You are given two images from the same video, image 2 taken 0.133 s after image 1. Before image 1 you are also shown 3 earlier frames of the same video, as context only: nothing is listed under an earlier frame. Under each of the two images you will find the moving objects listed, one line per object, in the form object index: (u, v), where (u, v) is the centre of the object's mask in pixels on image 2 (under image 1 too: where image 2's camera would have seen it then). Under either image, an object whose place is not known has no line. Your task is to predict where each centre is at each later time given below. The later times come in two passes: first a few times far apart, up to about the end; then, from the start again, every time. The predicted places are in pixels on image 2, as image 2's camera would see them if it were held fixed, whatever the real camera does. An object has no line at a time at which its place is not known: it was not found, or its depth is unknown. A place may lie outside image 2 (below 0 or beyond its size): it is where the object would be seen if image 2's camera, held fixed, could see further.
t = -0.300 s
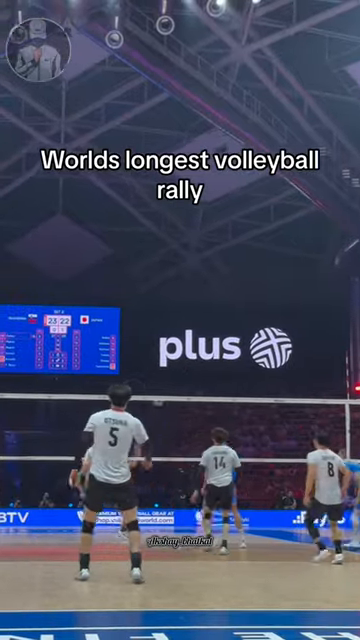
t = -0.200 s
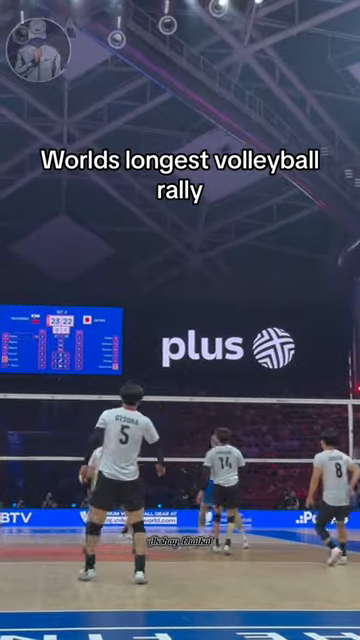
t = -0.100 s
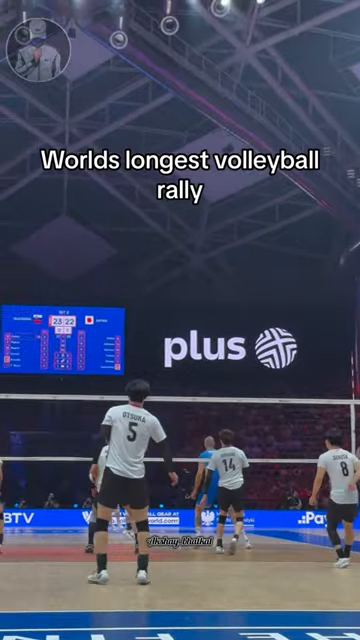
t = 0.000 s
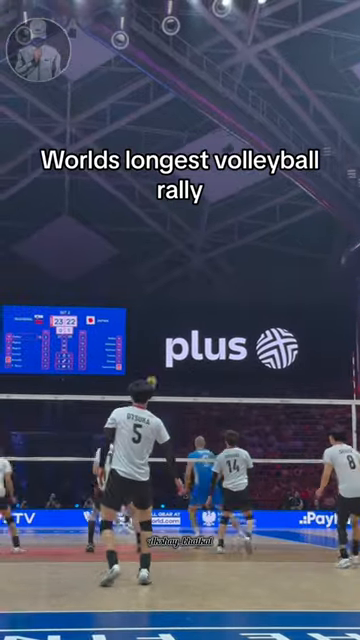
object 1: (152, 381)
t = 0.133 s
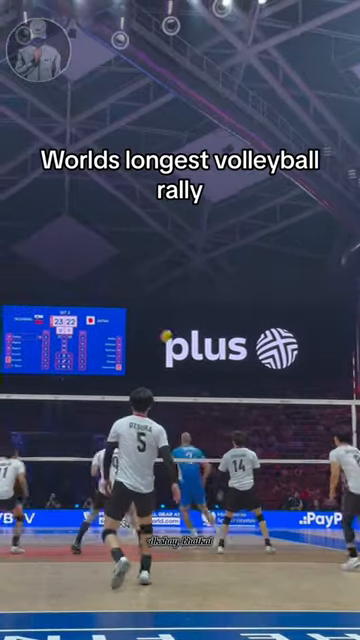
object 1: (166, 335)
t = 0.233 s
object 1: (177, 307)
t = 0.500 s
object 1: (205, 254)
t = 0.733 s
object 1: (230, 235)
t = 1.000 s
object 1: (260, 246)
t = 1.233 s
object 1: (286, 285)
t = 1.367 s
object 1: (300, 319)
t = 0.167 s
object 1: (169, 326)
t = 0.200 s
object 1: (173, 316)
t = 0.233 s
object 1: (177, 307)
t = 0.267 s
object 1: (180, 298)
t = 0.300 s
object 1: (184, 290)
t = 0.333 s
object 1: (187, 283)
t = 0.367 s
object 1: (191, 276)
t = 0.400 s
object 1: (194, 269)
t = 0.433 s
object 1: (198, 263)
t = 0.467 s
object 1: (201, 258)
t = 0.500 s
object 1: (205, 254)
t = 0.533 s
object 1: (209, 249)
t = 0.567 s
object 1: (212, 245)
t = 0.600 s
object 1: (216, 242)
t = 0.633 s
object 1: (219, 240)
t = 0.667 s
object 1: (223, 238)
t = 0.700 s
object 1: (227, 236)
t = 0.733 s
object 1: (230, 235)
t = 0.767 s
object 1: (234, 234)
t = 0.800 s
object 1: (238, 234)
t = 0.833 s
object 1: (241, 234)
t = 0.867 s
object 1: (245, 236)
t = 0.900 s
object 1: (249, 237)
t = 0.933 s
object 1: (252, 240)
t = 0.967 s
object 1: (256, 243)
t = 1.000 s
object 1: (260, 246)
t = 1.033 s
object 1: (263, 249)
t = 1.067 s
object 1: (267, 254)
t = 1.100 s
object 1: (271, 259)
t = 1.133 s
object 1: (275, 265)
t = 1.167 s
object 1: (278, 271)
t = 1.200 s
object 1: (282, 277)
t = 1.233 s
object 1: (286, 285)
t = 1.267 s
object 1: (289, 292)
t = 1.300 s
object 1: (293, 301)
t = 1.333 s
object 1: (297, 310)
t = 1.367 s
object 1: (300, 319)
